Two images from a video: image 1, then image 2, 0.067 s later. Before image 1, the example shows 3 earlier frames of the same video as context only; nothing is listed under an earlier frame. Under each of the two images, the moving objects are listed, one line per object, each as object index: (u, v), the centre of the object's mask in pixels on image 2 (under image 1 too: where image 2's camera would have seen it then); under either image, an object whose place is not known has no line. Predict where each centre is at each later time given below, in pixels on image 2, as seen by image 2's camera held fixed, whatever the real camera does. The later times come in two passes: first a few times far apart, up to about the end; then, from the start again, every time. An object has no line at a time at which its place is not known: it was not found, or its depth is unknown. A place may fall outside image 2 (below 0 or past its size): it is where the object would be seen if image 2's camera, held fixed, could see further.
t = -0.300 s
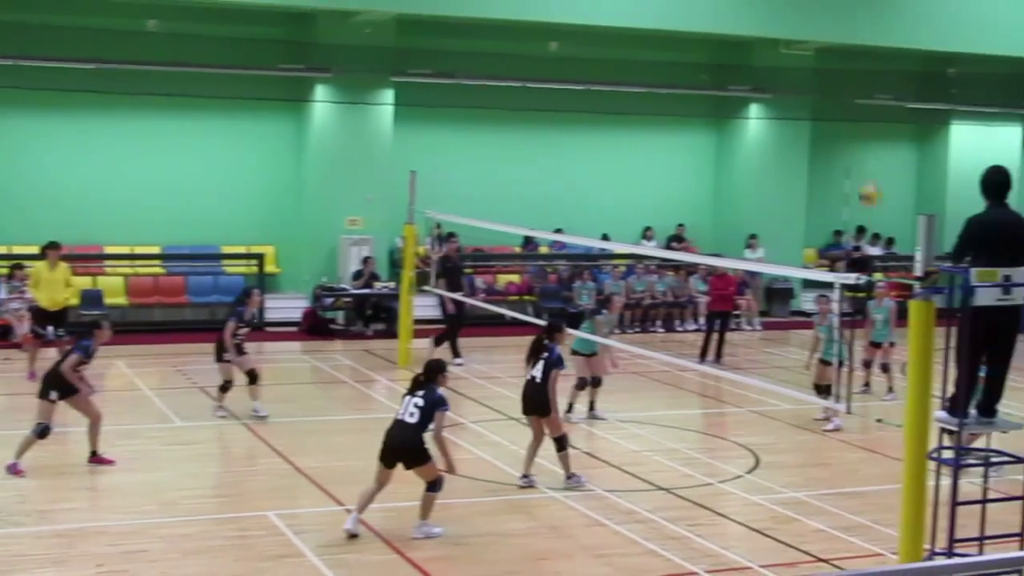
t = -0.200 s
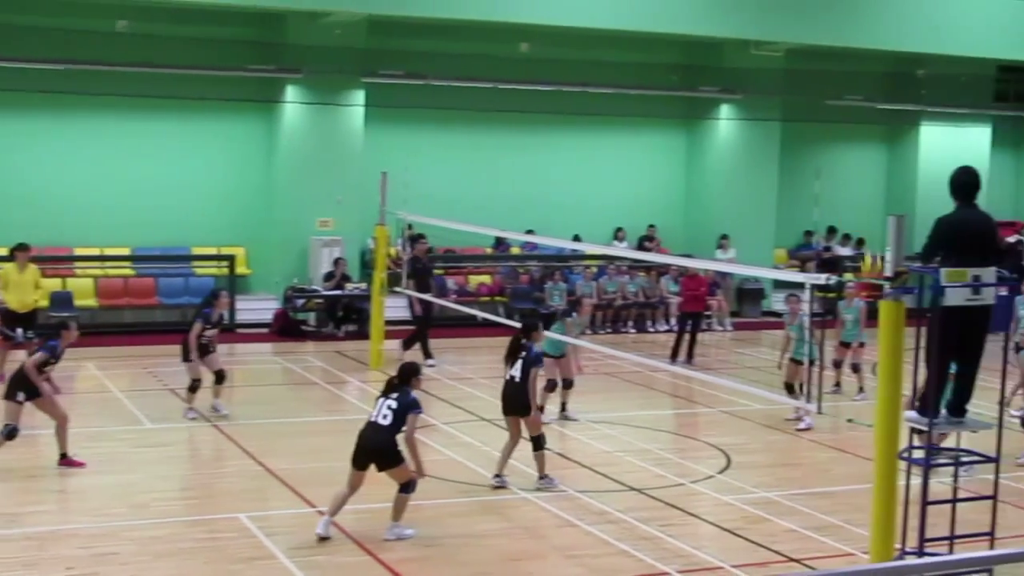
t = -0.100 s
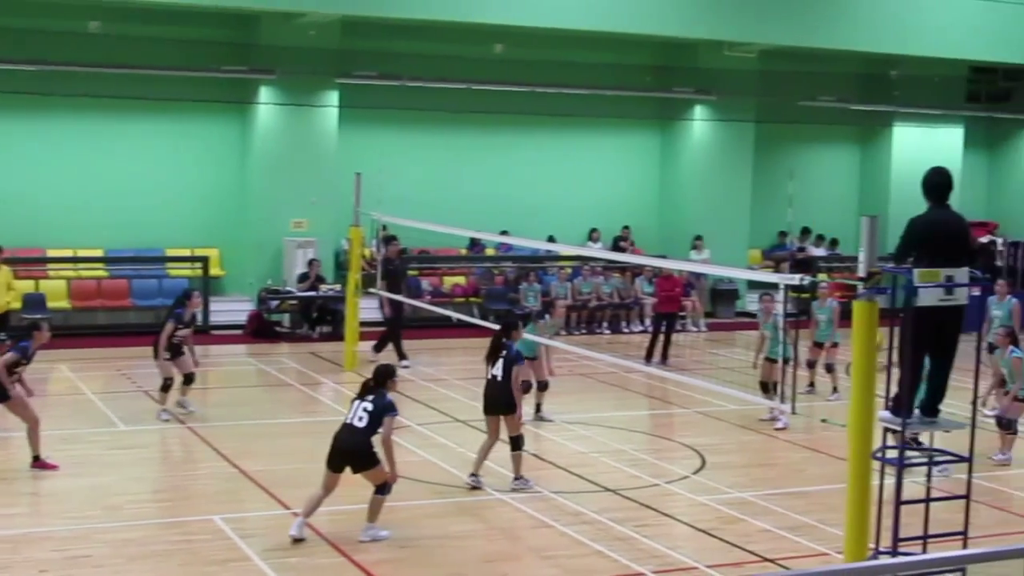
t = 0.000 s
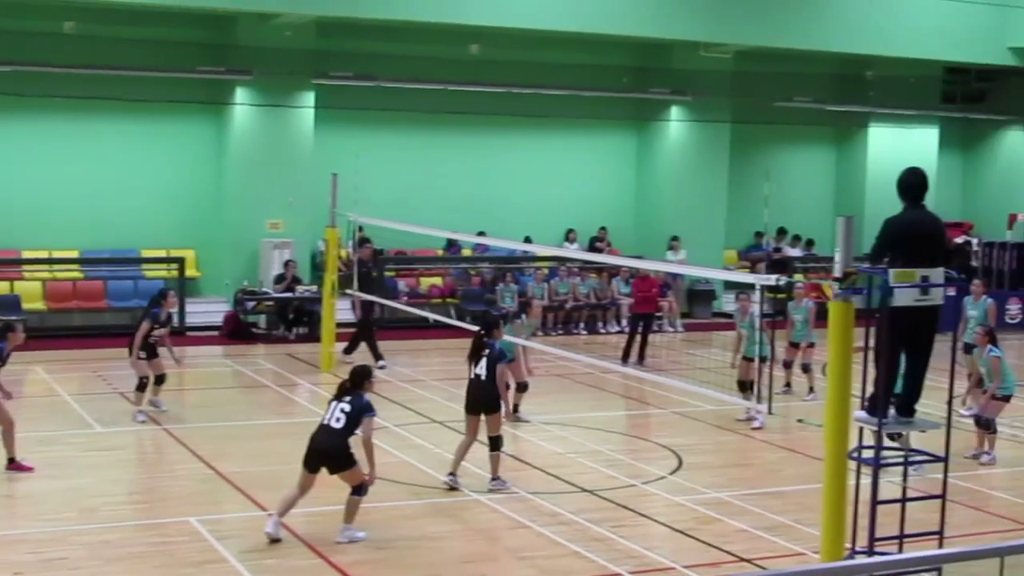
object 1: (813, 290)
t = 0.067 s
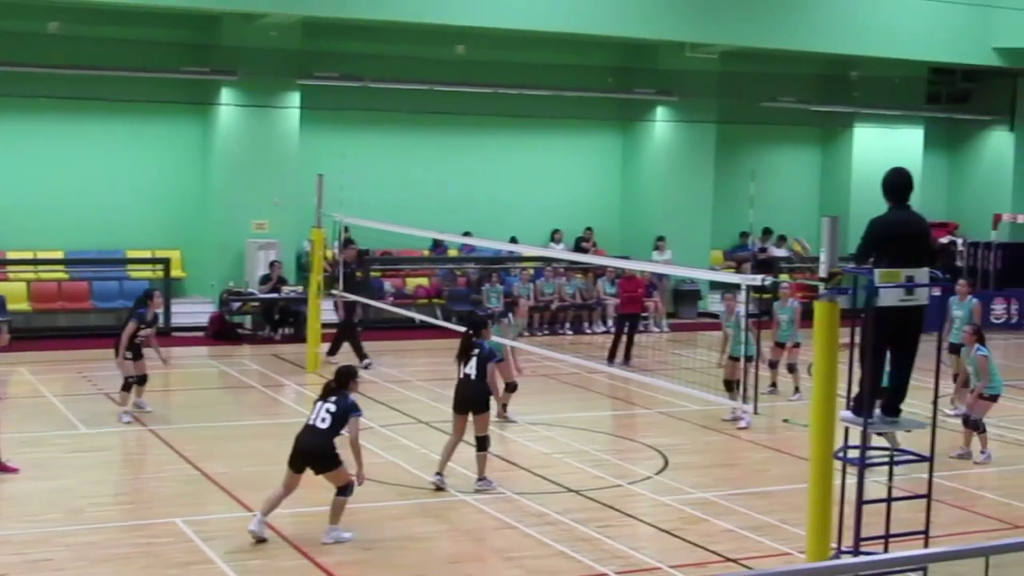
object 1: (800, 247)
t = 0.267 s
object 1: (747, 149)
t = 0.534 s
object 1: (677, 82)
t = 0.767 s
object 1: (618, 80)
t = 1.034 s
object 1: (556, 135)
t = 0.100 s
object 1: (791, 229)
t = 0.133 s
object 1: (782, 210)
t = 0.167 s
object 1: (774, 193)
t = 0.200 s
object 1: (764, 176)
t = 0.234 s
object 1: (755, 162)
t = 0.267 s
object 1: (747, 149)
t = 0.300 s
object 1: (738, 136)
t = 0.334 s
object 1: (729, 125)
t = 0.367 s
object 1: (720, 116)
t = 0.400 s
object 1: (711, 107)
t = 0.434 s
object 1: (703, 100)
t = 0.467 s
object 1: (694, 93)
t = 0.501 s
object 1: (685, 87)
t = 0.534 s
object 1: (677, 82)
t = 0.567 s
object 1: (668, 79)
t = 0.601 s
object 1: (659, 76)
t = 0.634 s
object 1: (651, 75)
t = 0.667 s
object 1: (642, 74)
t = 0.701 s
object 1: (634, 75)
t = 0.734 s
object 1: (626, 77)
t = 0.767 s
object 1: (618, 80)
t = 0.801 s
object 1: (610, 83)
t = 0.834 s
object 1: (603, 88)
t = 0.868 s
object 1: (594, 94)
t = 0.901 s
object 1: (587, 100)
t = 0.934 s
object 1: (579, 108)
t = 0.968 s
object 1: (571, 115)
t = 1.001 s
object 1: (563, 124)
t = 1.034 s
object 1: (556, 135)
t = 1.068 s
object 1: (549, 146)
